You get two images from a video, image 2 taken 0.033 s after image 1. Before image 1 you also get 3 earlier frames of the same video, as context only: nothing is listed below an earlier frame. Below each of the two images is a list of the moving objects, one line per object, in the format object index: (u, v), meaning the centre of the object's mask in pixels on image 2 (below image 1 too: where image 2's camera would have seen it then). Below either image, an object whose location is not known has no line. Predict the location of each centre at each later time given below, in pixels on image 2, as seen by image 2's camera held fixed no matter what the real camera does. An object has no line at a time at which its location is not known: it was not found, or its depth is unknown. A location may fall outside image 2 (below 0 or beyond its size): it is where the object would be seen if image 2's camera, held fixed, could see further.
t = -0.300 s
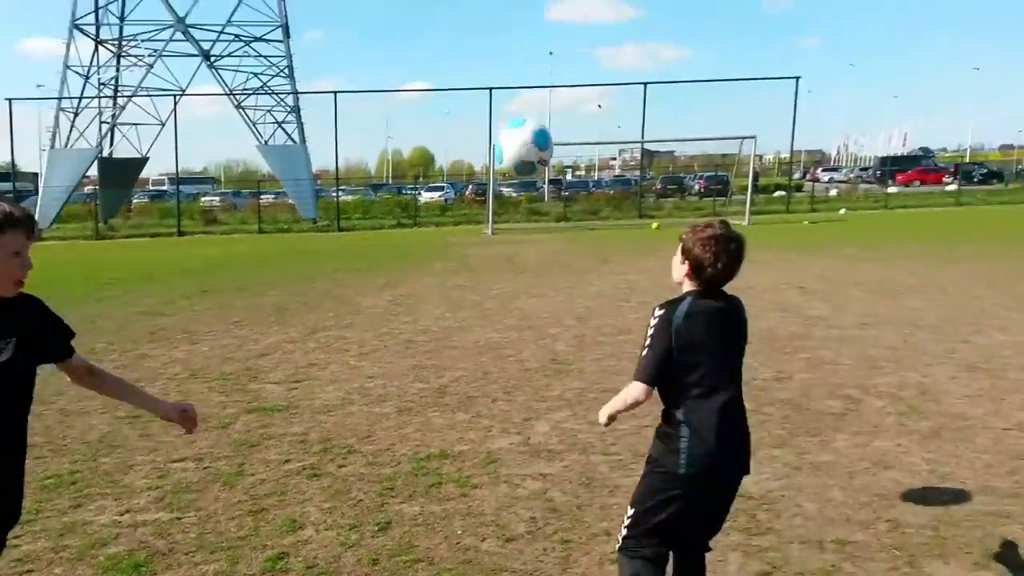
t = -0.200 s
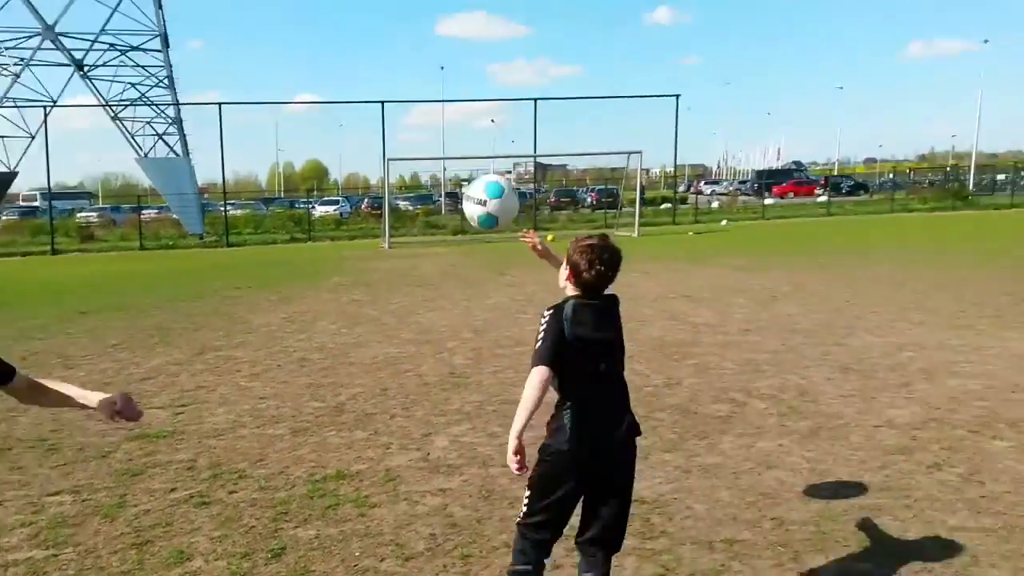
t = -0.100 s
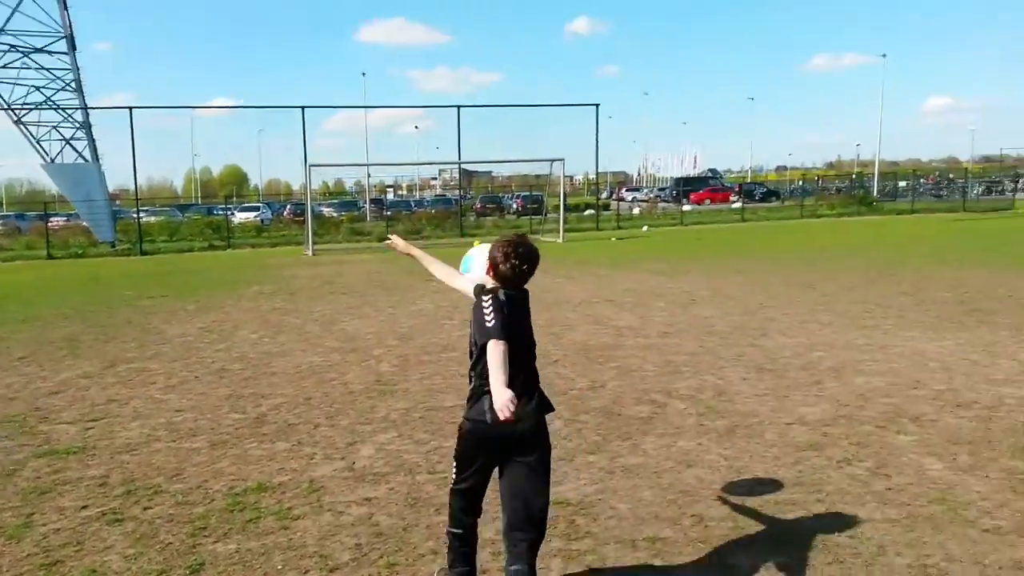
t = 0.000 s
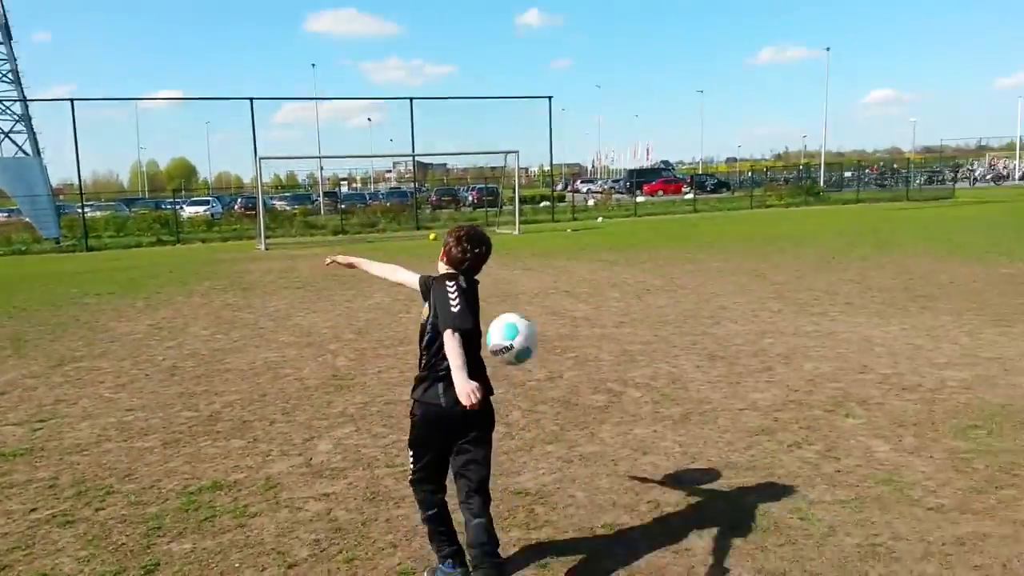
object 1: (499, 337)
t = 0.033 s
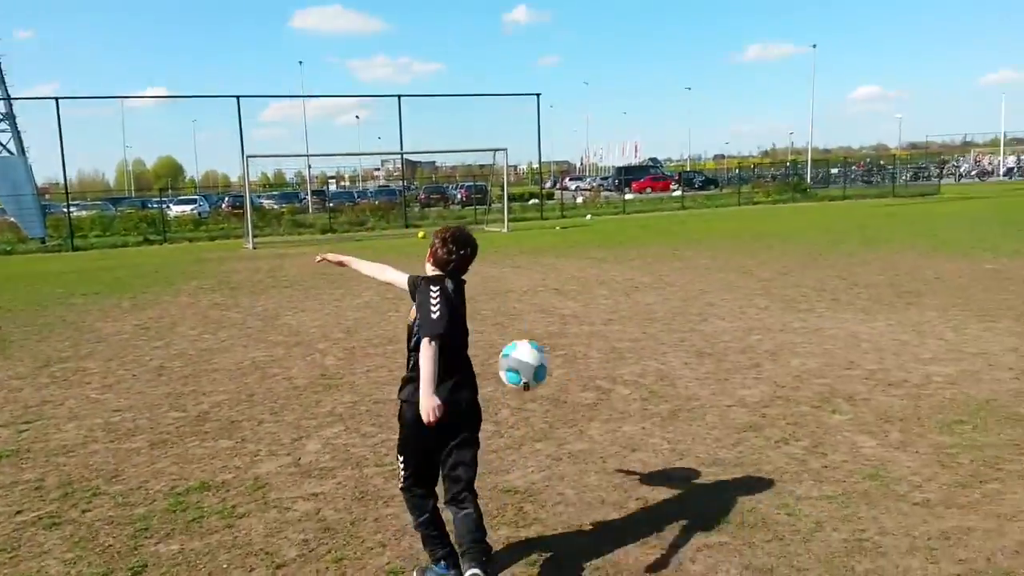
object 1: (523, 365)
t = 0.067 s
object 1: (546, 395)
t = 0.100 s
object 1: (568, 425)
